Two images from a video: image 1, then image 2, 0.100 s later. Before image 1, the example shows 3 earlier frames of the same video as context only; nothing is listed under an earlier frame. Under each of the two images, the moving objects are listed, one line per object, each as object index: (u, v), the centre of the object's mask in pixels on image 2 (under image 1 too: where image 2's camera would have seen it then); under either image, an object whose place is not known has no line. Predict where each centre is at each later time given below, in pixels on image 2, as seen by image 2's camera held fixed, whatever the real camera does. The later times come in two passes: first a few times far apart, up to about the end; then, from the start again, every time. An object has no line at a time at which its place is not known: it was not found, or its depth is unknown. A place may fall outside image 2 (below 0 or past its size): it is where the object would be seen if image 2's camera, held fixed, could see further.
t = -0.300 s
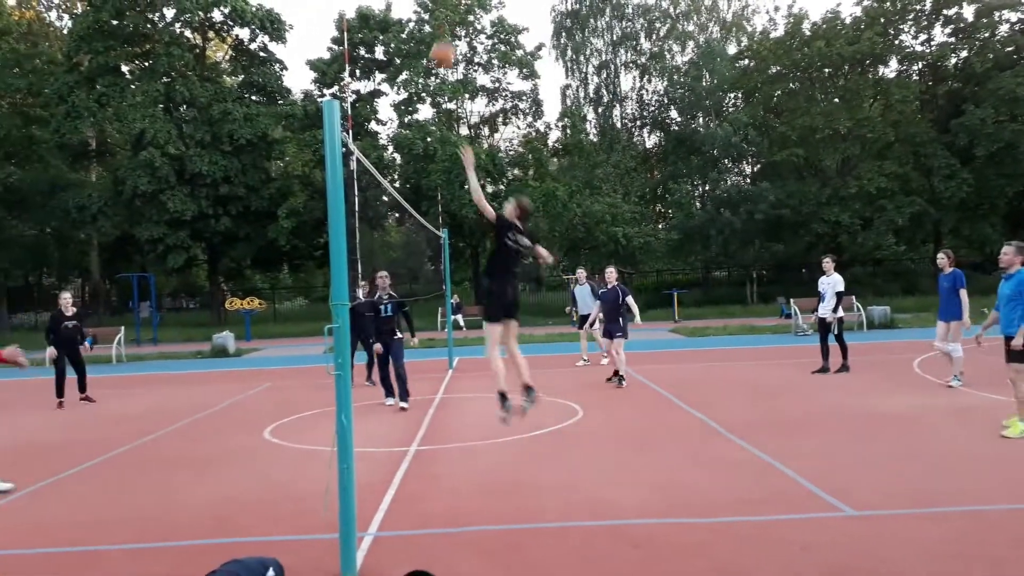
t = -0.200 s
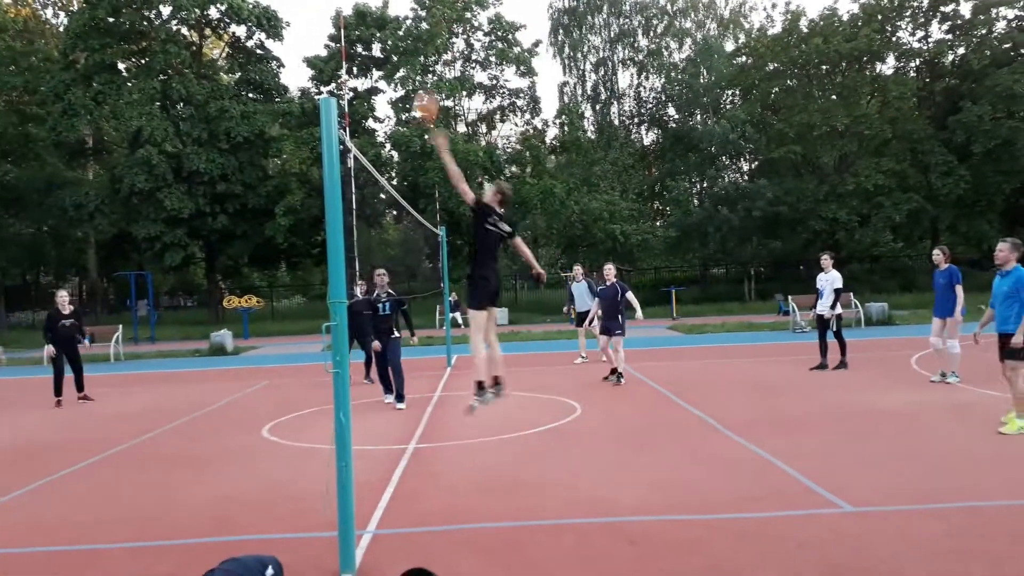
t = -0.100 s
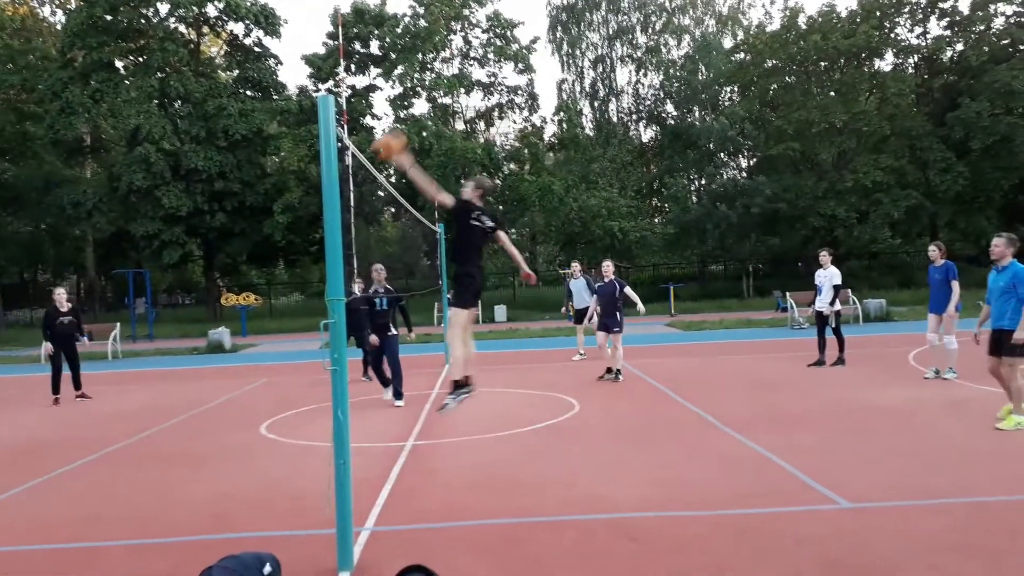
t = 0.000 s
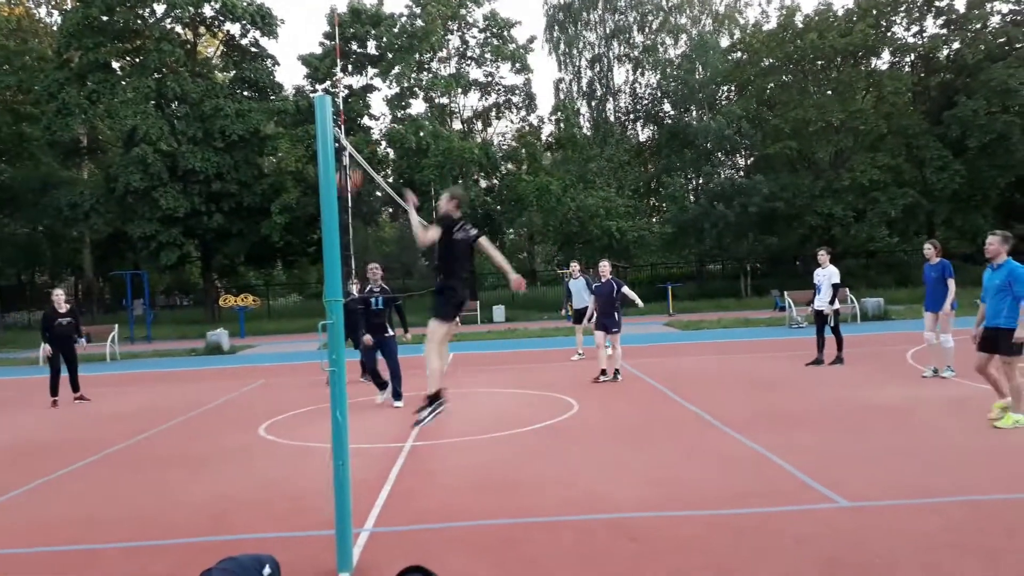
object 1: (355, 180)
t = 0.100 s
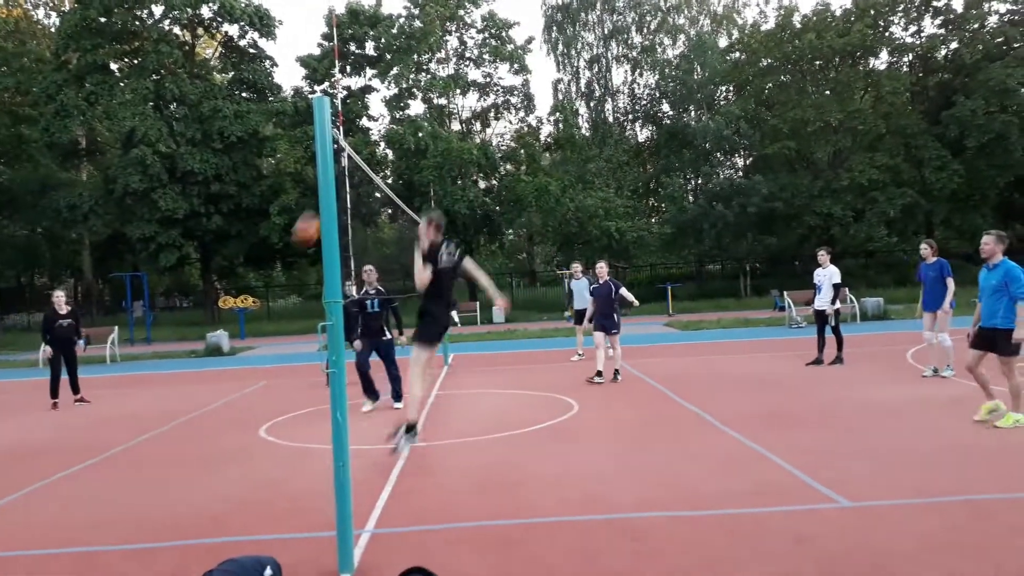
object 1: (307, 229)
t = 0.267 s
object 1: (247, 326)
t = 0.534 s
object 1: (167, 419)
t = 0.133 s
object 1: (295, 246)
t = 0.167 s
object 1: (284, 264)
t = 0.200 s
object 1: (271, 284)
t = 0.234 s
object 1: (260, 305)
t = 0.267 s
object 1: (247, 326)
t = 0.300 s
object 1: (236, 348)
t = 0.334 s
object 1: (226, 375)
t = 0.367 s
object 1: (214, 402)
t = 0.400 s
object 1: (203, 426)
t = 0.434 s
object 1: (192, 454)
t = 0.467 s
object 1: (182, 453)
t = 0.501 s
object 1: (175, 436)
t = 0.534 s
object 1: (167, 419)
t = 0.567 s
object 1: (159, 404)
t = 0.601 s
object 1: (150, 388)
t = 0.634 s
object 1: (144, 372)
